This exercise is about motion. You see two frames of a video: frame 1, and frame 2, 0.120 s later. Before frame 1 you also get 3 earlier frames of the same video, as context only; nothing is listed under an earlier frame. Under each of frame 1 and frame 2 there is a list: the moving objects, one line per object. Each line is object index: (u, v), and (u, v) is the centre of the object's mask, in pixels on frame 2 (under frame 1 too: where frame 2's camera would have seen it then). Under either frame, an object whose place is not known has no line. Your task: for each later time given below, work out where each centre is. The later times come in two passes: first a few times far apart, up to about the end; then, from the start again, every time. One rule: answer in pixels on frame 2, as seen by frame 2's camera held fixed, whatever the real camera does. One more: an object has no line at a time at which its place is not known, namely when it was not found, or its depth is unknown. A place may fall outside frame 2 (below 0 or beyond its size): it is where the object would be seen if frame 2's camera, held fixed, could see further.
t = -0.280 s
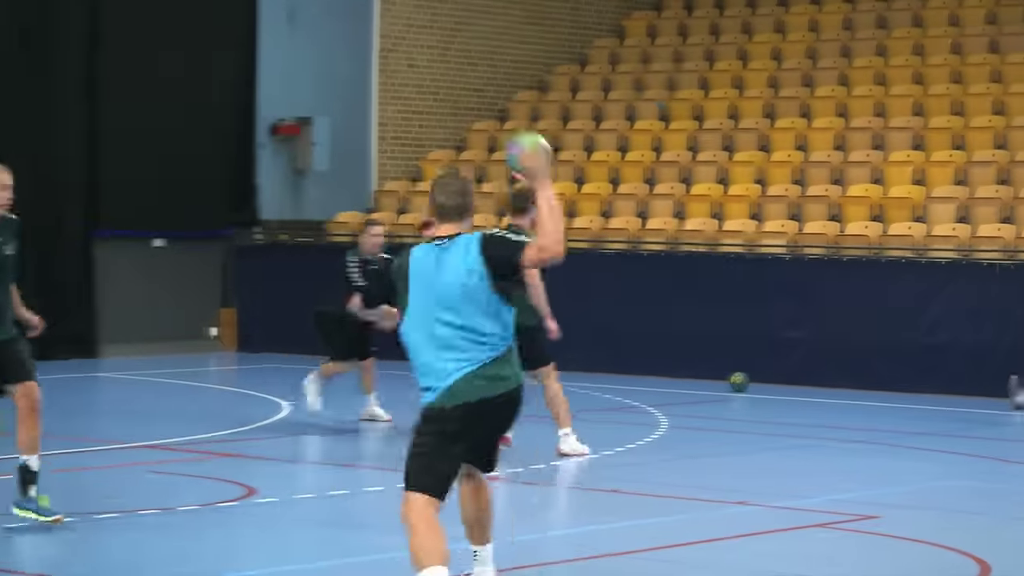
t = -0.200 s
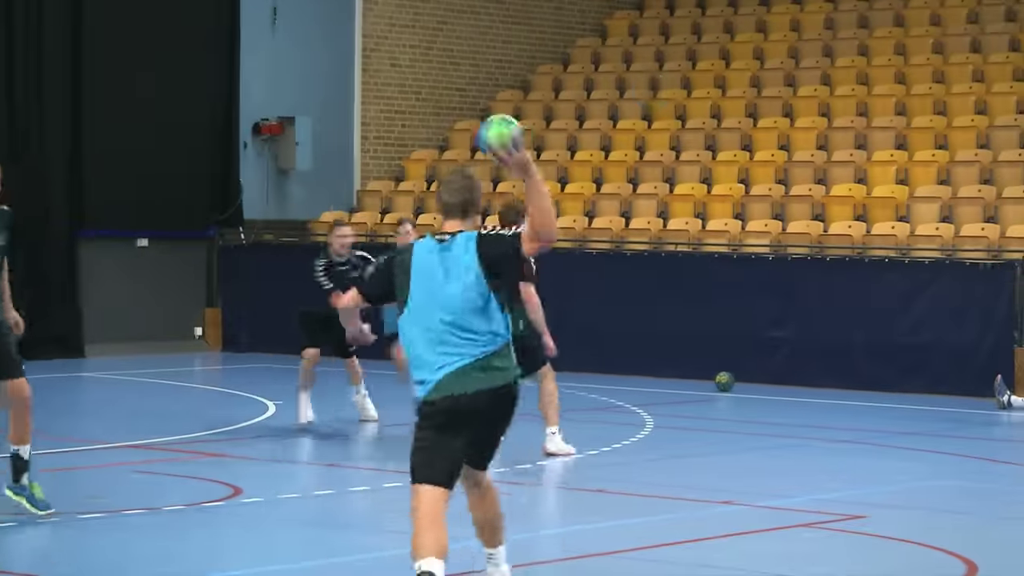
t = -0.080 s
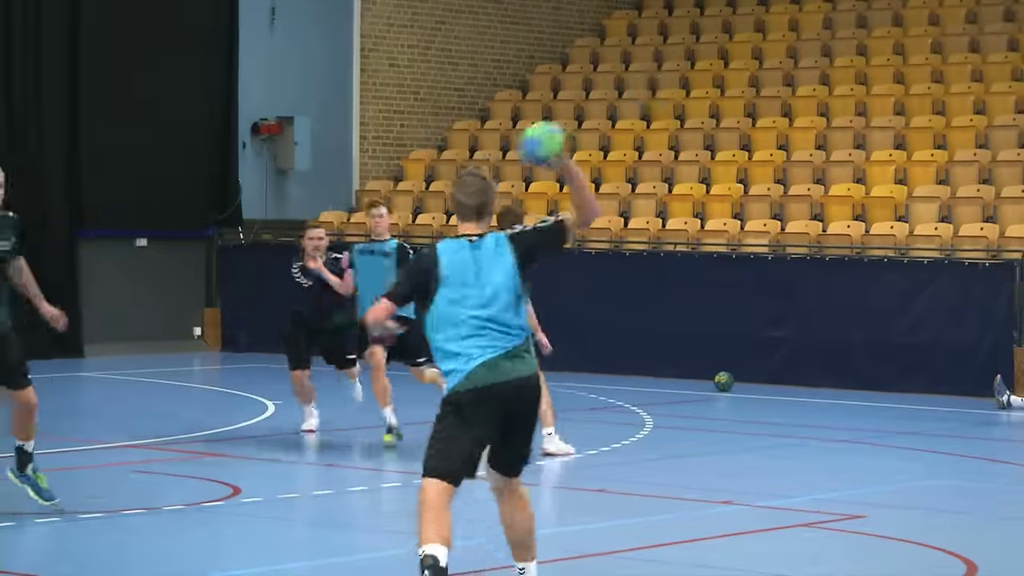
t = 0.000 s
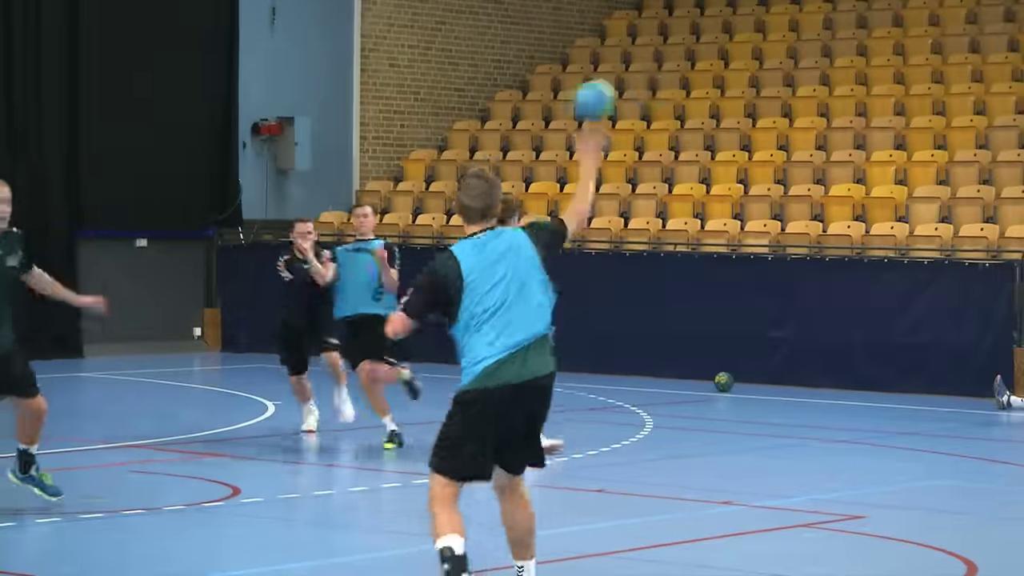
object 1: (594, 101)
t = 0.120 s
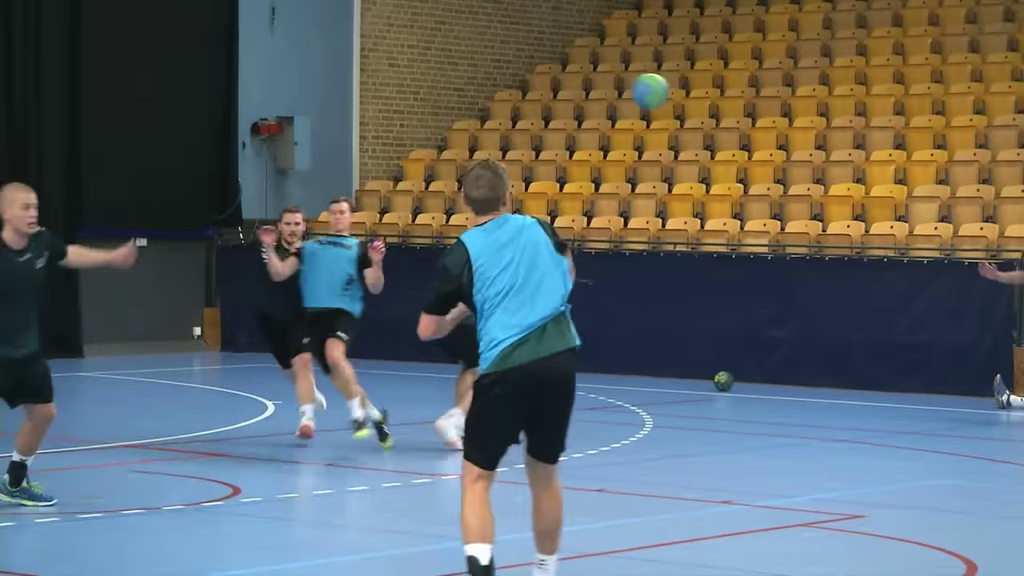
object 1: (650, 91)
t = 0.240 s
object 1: (690, 105)
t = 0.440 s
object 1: (734, 163)
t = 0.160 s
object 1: (665, 94)
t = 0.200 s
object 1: (677, 99)
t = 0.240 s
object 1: (690, 105)
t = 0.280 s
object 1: (701, 113)
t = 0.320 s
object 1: (710, 124)
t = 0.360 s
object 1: (718, 136)
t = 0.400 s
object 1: (727, 149)
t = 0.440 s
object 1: (734, 163)
